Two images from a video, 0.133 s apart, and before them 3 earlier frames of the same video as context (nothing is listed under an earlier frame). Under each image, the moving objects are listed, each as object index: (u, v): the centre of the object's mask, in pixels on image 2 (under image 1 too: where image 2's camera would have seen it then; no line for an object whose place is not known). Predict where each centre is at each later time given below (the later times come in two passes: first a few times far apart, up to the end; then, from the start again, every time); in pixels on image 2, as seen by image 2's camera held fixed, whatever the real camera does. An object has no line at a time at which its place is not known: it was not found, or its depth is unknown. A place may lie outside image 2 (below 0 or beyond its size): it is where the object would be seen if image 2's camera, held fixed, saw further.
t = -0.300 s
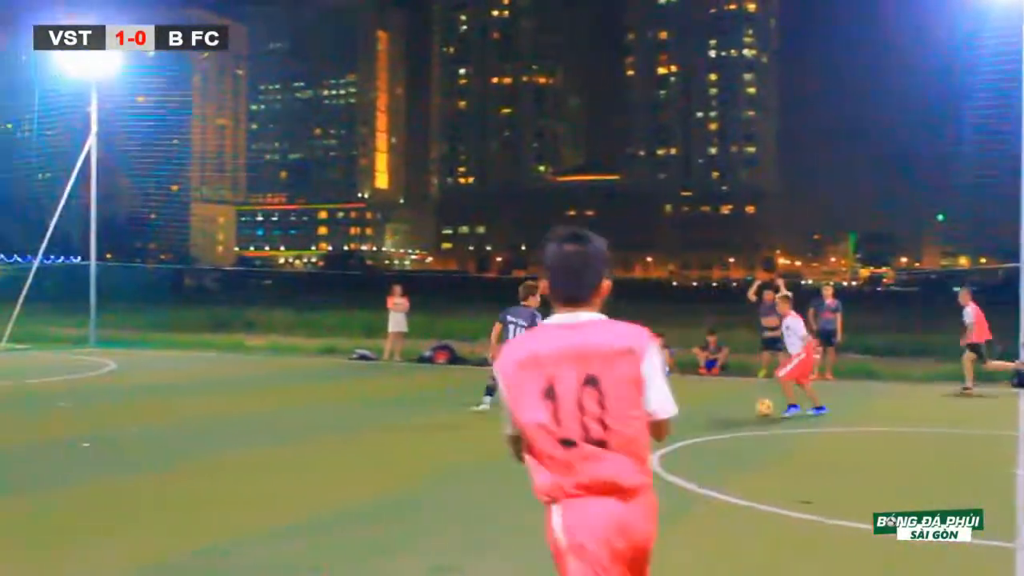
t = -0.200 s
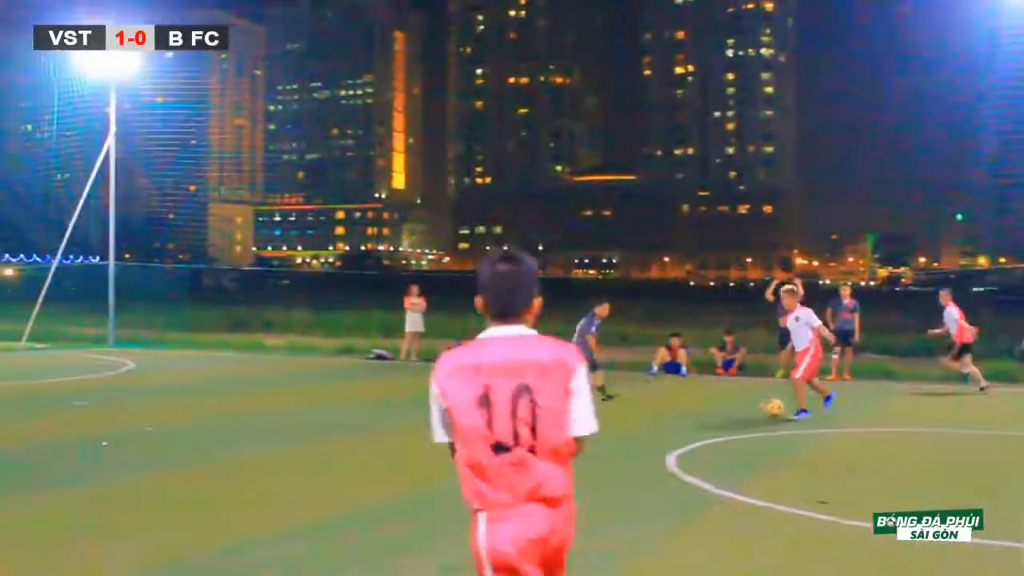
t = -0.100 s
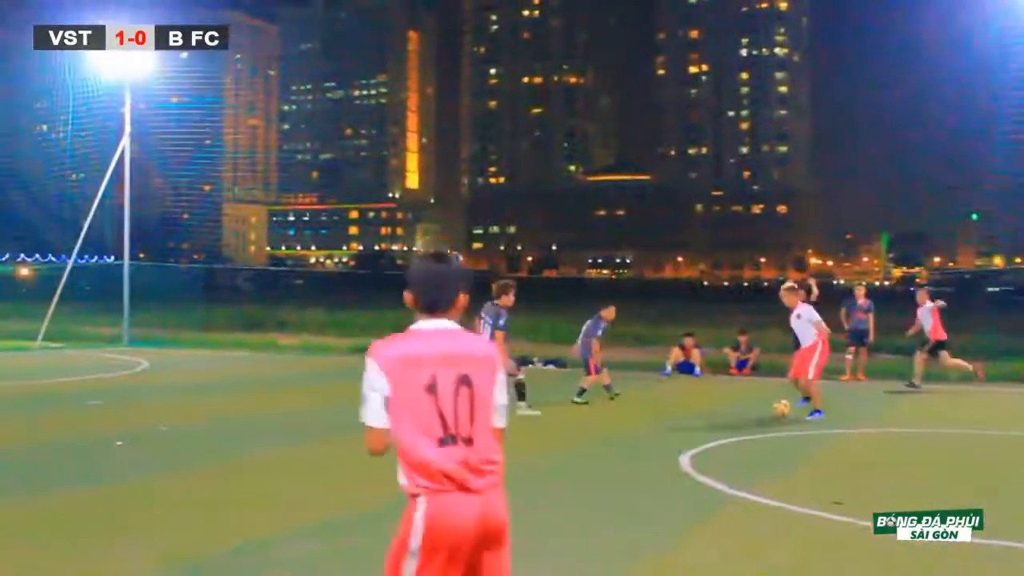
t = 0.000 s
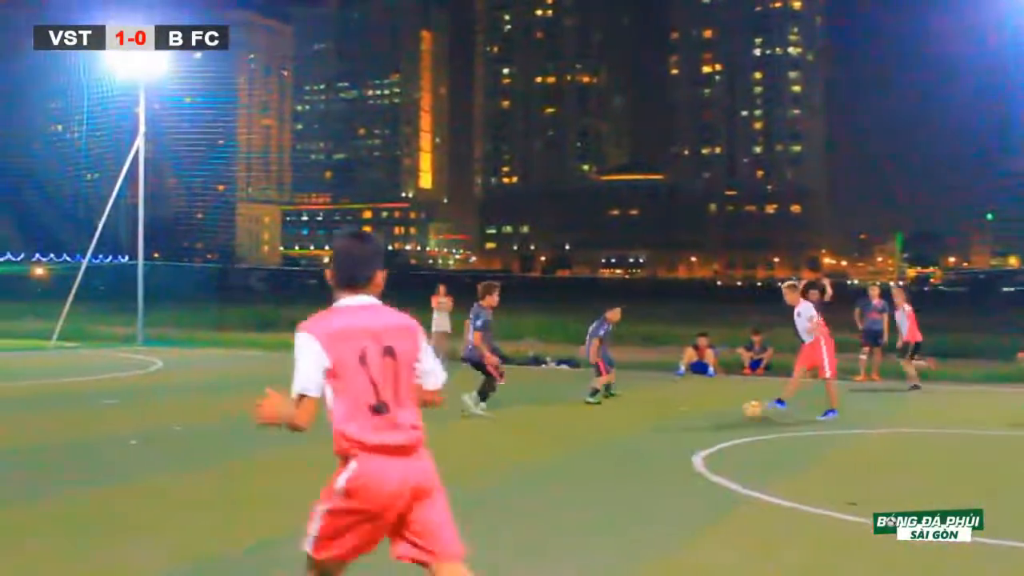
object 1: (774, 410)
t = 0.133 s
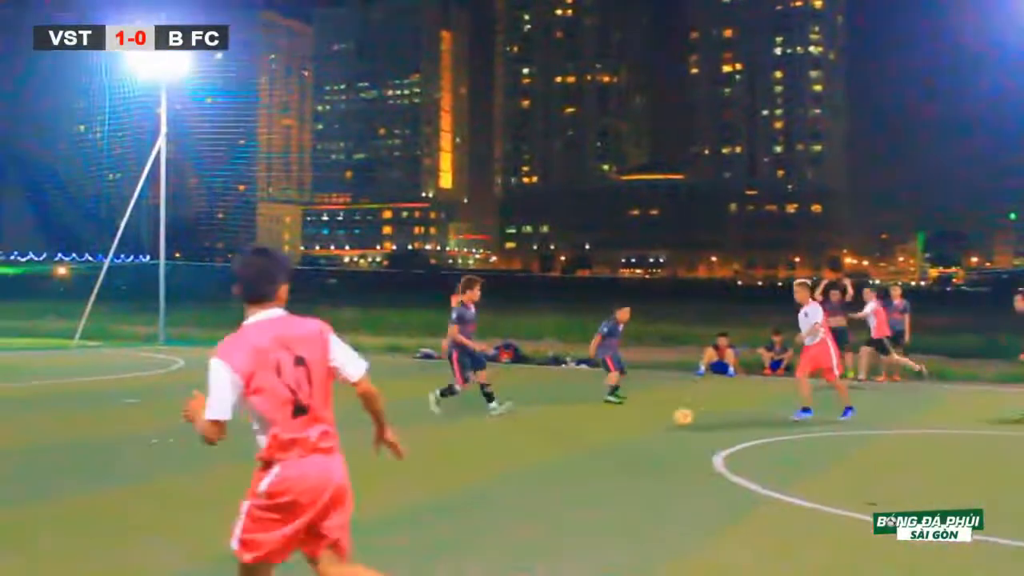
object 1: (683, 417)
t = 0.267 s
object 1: (585, 424)
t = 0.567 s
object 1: (347, 441)
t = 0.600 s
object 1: (321, 444)
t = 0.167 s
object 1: (659, 418)
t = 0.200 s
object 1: (635, 421)
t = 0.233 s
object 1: (611, 423)
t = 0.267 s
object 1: (585, 424)
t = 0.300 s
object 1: (560, 426)
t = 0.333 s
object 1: (535, 429)
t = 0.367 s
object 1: (510, 430)
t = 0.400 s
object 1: (483, 431)
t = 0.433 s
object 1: (456, 434)
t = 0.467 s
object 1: (428, 437)
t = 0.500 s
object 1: (402, 439)
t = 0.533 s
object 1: (375, 440)
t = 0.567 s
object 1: (347, 441)
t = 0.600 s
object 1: (321, 444)
